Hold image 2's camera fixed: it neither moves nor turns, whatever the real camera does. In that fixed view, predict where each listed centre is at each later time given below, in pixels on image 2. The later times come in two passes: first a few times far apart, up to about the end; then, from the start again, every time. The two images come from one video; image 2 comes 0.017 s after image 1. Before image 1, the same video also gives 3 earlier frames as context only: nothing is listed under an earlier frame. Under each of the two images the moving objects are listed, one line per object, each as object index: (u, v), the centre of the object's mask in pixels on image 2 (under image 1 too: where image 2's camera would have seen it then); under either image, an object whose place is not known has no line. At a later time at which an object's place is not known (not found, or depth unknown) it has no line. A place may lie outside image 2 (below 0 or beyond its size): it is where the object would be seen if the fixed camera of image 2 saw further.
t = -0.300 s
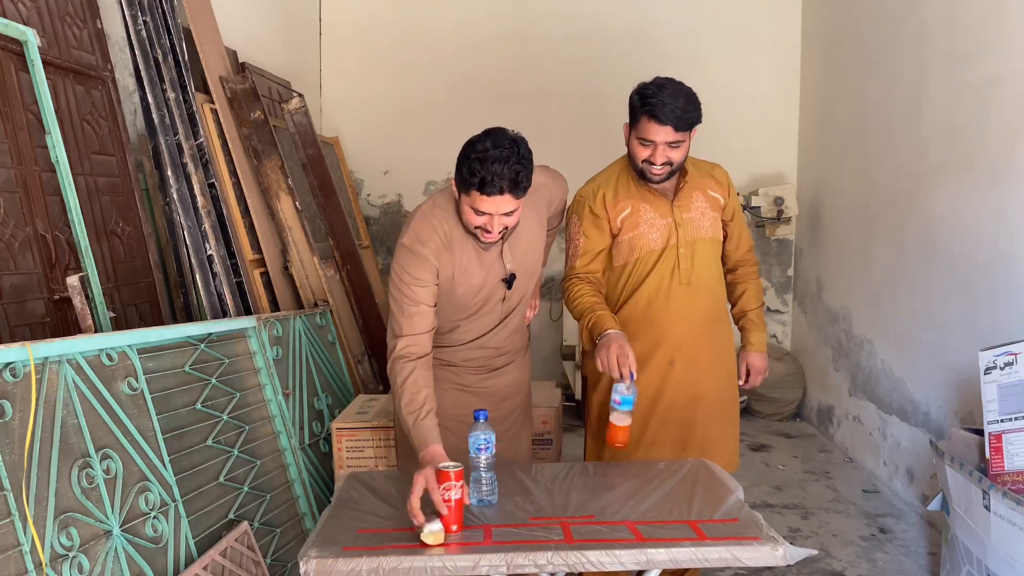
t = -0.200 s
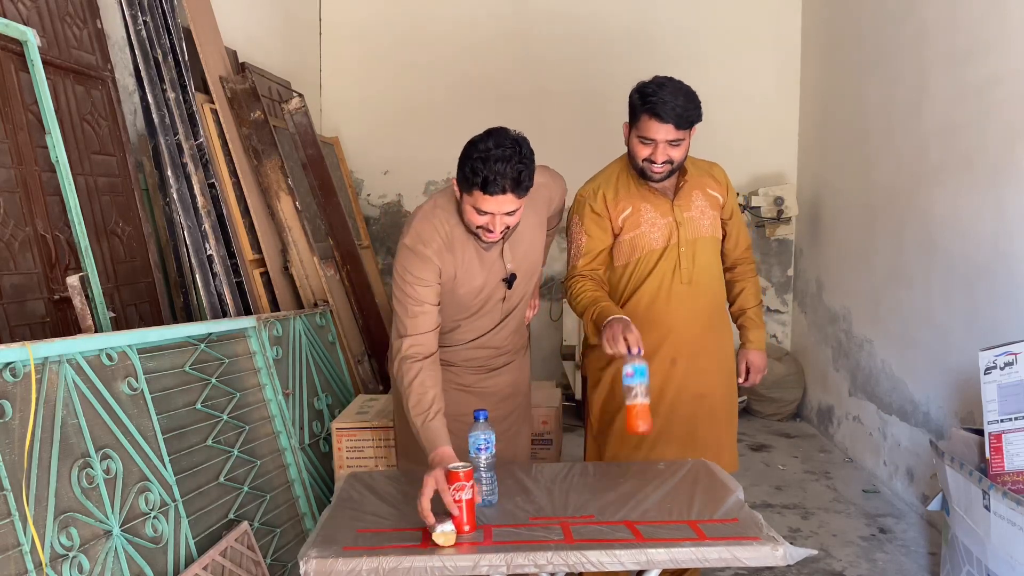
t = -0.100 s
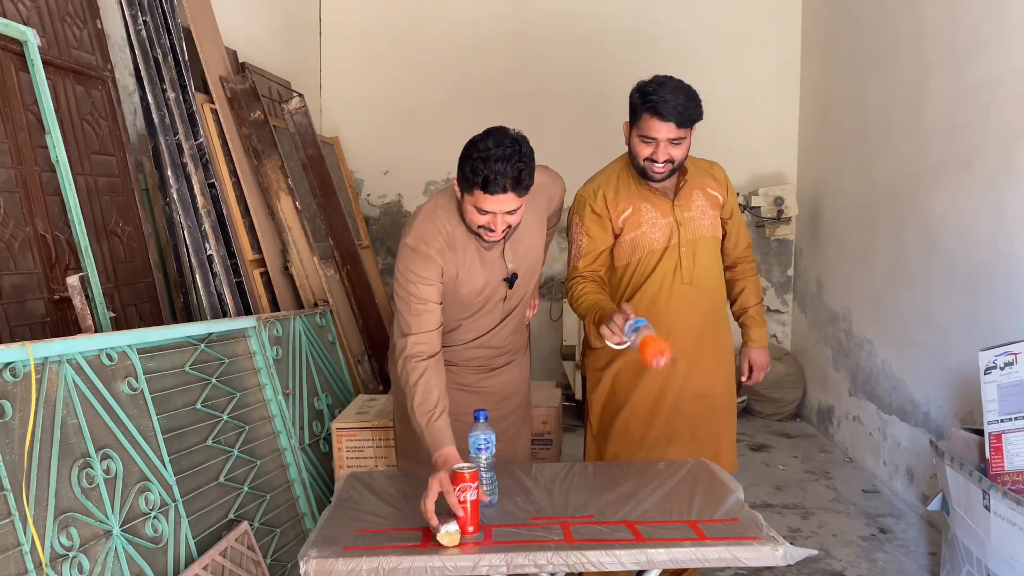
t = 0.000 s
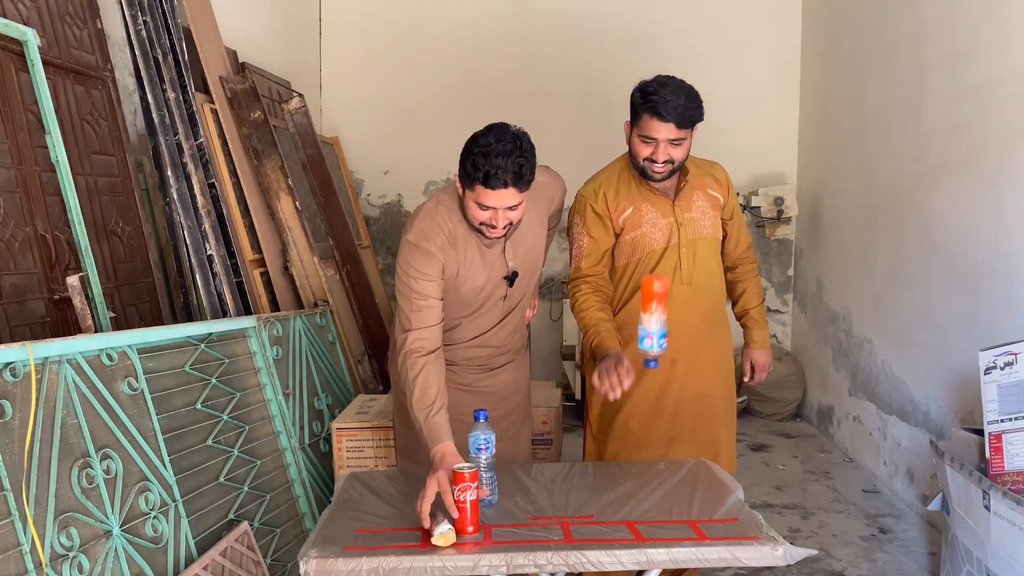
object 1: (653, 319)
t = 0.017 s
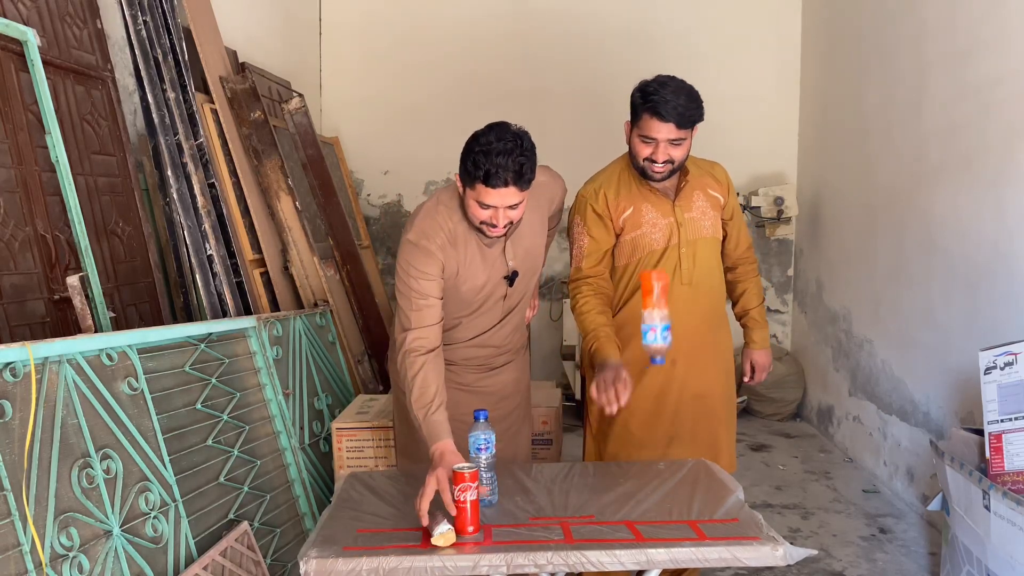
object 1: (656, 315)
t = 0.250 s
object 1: (657, 339)
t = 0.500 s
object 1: (643, 453)
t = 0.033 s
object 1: (657, 310)
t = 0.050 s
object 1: (659, 306)
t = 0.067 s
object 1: (660, 300)
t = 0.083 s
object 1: (661, 296)
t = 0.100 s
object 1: (661, 293)
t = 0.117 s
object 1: (661, 292)
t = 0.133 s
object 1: (660, 292)
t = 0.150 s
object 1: (659, 294)
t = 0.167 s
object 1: (660, 299)
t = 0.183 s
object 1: (659, 304)
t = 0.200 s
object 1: (658, 311)
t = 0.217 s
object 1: (658, 319)
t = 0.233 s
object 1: (658, 329)
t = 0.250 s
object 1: (657, 339)
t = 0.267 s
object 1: (656, 352)
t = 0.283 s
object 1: (656, 365)
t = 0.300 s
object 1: (655, 381)
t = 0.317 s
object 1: (654, 397)
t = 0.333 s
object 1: (653, 414)
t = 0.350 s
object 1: (653, 433)
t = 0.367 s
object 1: (652, 453)
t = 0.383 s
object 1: (651, 457)
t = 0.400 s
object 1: (650, 454)
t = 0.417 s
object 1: (648, 453)
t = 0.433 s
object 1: (646, 453)
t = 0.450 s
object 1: (645, 454)
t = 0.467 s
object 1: (645, 454)
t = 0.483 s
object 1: (644, 454)
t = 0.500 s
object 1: (643, 453)
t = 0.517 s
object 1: (643, 453)
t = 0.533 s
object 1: (642, 452)
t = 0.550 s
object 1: (640, 452)
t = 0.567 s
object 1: (639, 452)
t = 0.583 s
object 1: (637, 452)
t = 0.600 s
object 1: (635, 452)
